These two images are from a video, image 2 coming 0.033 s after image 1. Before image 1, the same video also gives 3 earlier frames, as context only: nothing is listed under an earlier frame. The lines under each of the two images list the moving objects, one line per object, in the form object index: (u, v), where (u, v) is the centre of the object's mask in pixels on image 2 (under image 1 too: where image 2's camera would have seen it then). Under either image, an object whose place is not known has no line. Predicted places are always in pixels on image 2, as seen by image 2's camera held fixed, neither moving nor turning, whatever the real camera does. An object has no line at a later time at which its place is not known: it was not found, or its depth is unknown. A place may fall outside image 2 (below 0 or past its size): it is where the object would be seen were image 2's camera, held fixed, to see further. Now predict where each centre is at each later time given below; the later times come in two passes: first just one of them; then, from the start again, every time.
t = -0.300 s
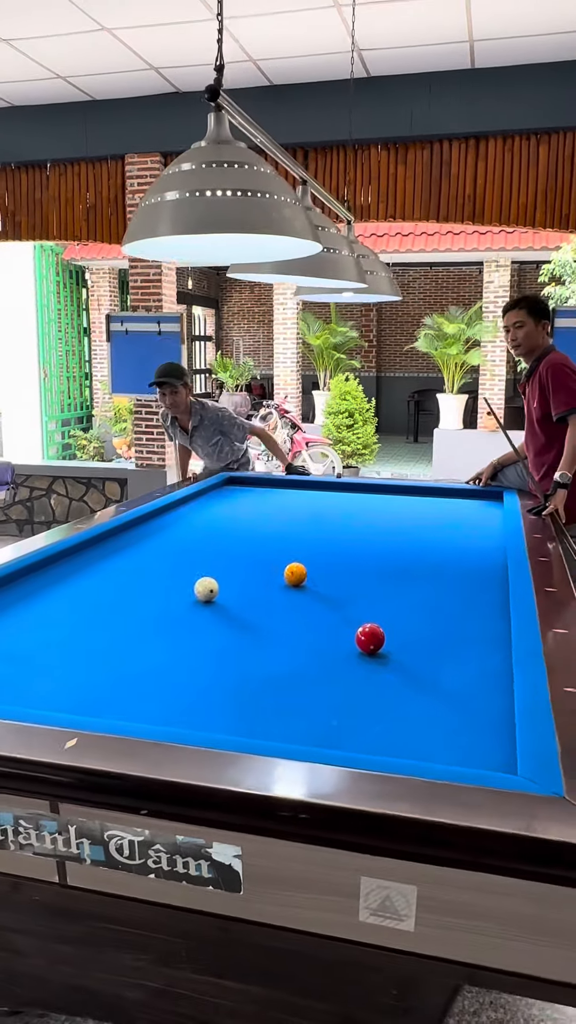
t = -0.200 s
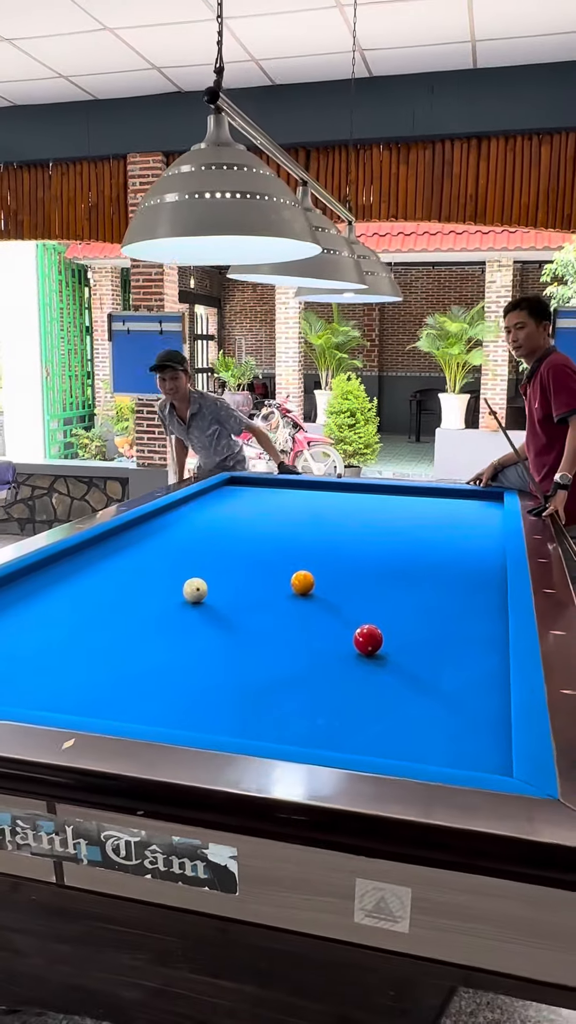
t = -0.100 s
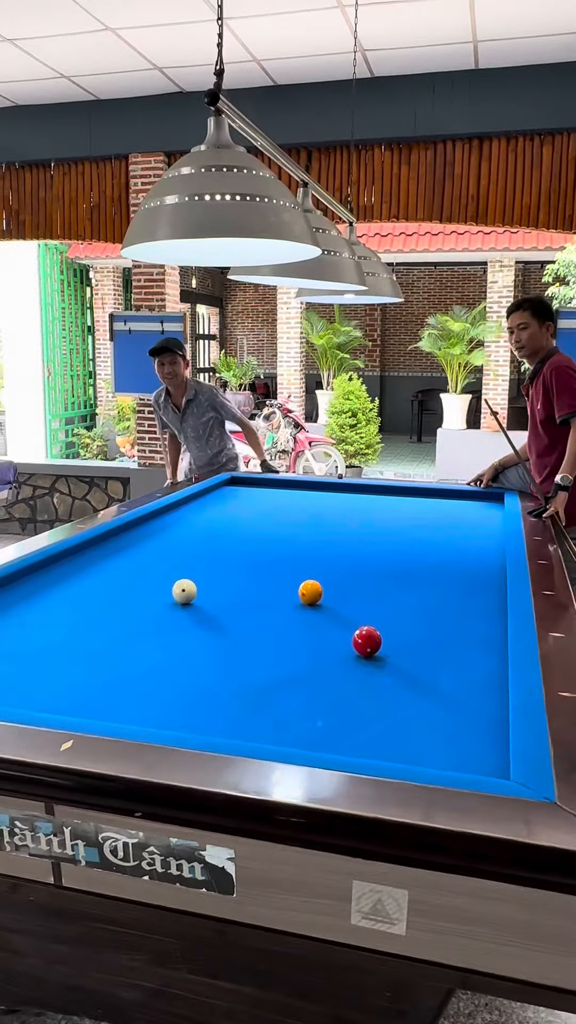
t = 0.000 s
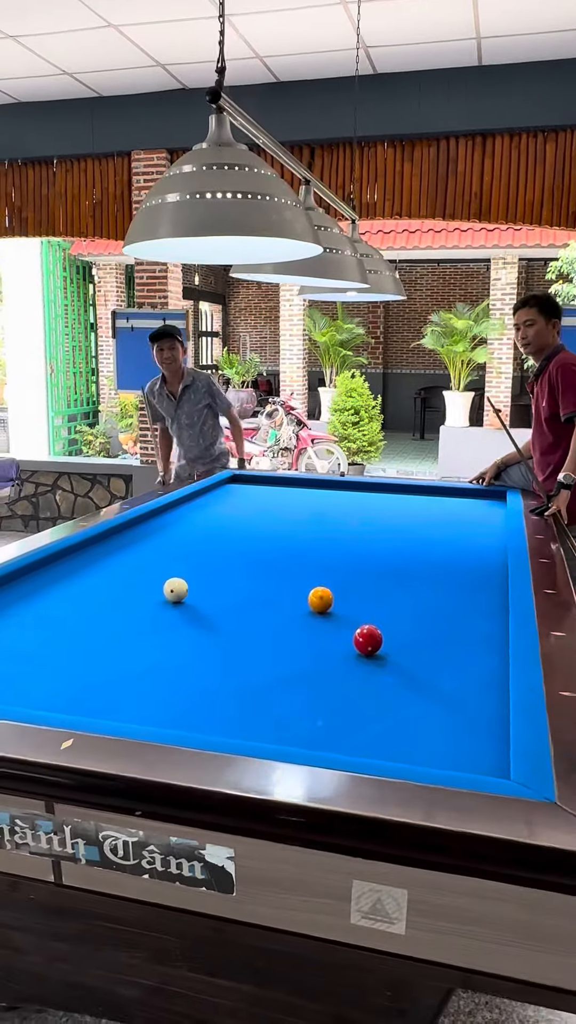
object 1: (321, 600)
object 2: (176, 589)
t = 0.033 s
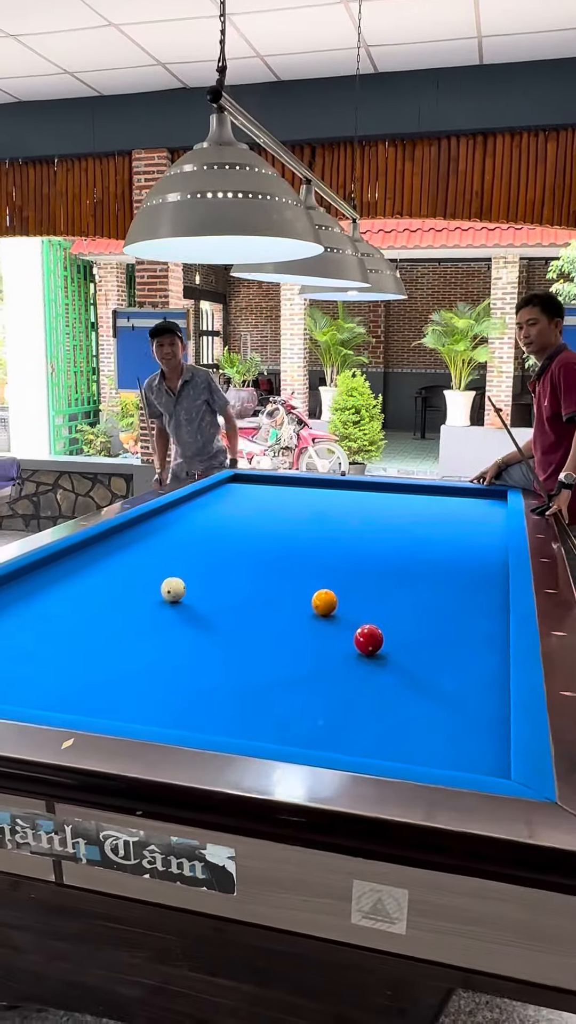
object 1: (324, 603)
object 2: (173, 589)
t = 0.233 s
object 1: (344, 623)
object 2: (153, 590)
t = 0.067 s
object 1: (327, 606)
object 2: (170, 589)
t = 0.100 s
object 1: (331, 609)
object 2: (166, 589)
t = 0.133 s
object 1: (334, 612)
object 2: (163, 589)
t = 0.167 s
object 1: (337, 616)
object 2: (160, 590)
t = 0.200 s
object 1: (341, 619)
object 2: (156, 590)
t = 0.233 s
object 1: (344, 623)
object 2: (153, 590)
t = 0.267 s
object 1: (347, 626)
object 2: (150, 590)
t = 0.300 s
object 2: (147, 590)
